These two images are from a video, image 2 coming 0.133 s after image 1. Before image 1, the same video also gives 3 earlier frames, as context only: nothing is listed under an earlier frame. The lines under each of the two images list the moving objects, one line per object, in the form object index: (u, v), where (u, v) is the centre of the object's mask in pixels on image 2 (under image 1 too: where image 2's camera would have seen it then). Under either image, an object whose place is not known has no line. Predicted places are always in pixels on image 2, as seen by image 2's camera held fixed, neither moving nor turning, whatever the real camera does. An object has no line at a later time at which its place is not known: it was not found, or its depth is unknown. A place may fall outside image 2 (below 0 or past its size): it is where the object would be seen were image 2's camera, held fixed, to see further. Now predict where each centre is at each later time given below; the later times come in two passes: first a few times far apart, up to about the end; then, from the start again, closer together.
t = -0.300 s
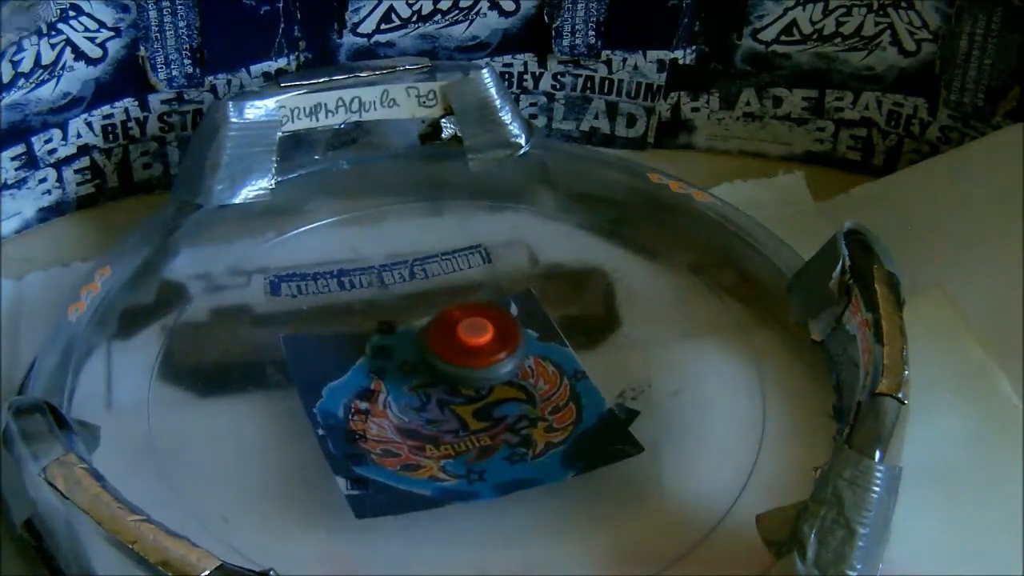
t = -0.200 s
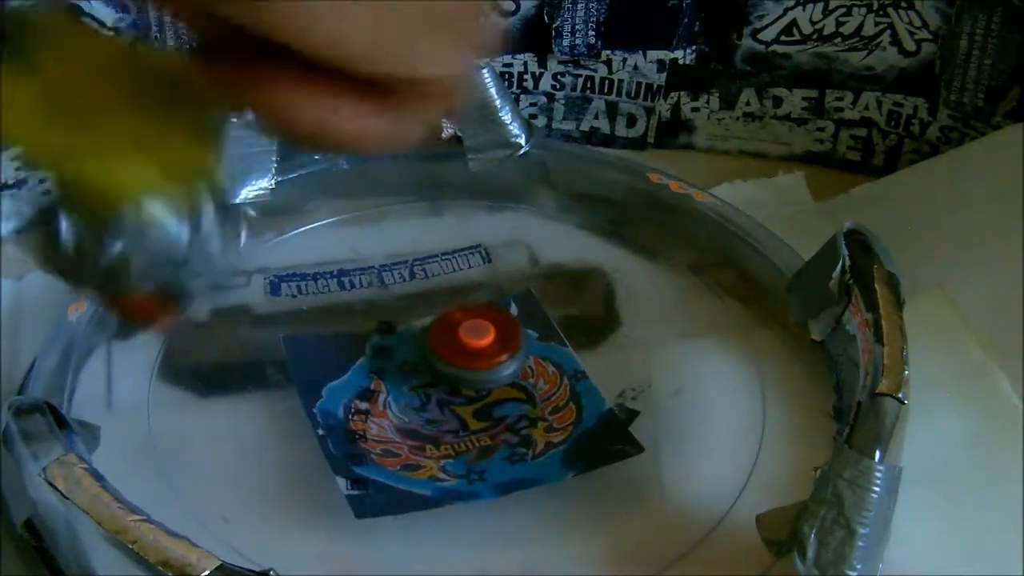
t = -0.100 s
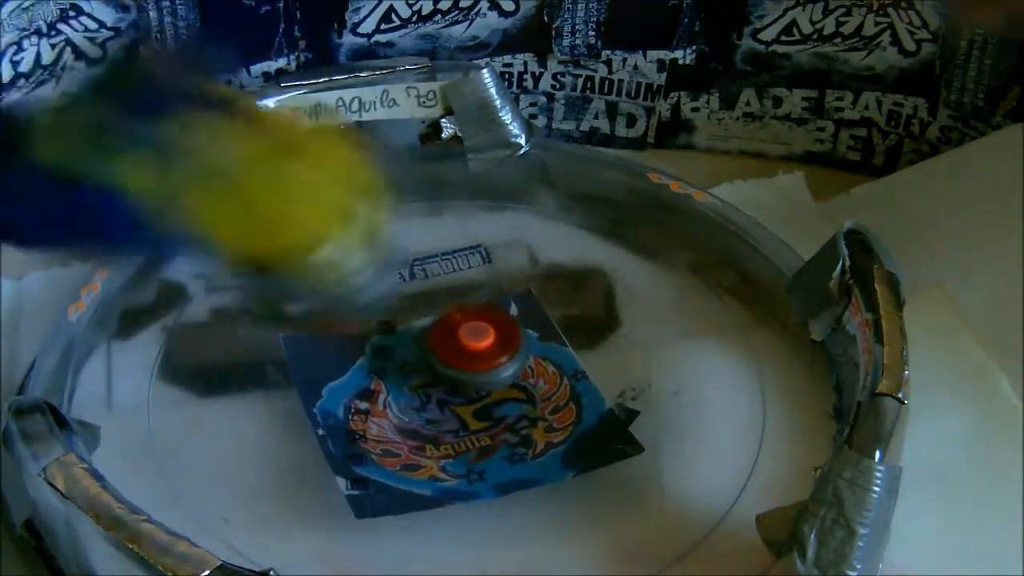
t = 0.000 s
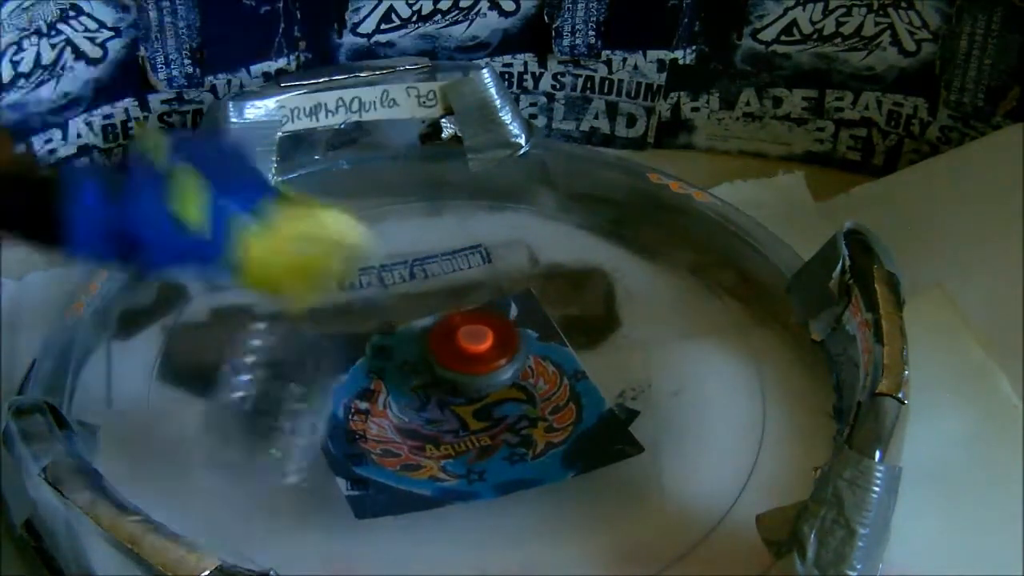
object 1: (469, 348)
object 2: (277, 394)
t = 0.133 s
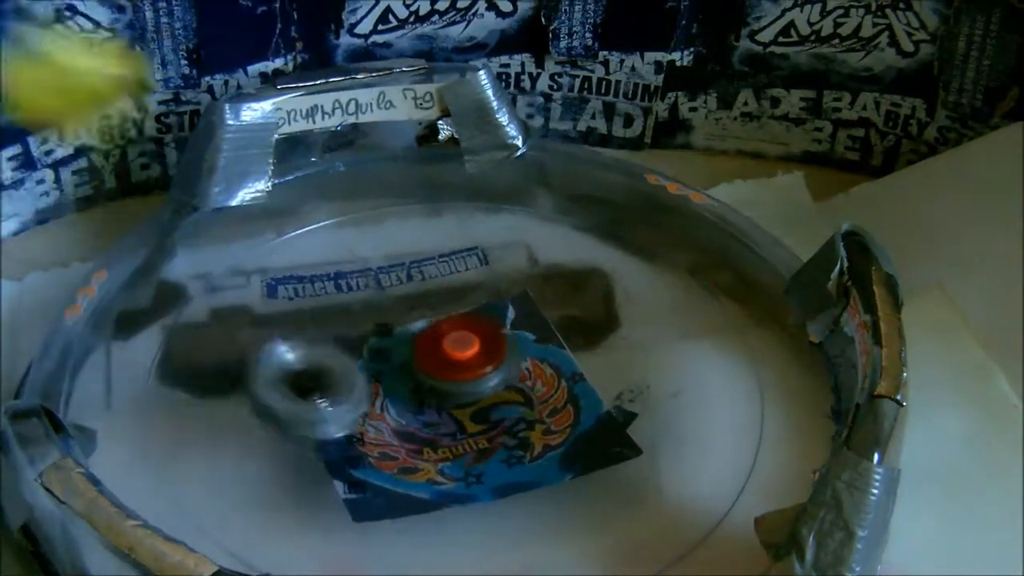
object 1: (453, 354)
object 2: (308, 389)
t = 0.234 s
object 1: (467, 352)
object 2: (358, 365)
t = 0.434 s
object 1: (512, 342)
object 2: (407, 316)
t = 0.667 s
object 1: (514, 380)
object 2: (383, 319)
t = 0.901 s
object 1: (463, 401)
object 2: (438, 296)
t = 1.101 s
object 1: (468, 409)
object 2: (464, 284)
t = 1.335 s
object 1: (474, 405)
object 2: (448, 288)
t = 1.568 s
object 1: (486, 410)
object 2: (432, 301)
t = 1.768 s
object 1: (495, 403)
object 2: (414, 291)
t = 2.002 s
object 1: (483, 388)
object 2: (428, 312)
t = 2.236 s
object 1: (502, 428)
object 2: (404, 298)
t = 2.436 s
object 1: (487, 419)
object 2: (415, 302)
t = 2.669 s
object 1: (539, 395)
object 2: (380, 310)
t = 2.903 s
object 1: (528, 356)
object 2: (414, 336)
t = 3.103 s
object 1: (535, 355)
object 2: (410, 344)
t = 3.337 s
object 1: (509, 352)
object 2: (391, 335)
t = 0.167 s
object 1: (447, 356)
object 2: (332, 379)
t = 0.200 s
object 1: (453, 355)
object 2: (350, 374)
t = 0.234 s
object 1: (467, 352)
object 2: (358, 365)
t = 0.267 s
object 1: (480, 348)
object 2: (370, 356)
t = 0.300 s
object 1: (496, 344)
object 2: (382, 347)
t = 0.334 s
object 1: (505, 341)
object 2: (391, 339)
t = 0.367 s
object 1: (510, 341)
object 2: (399, 332)
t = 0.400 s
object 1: (512, 341)
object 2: (404, 324)
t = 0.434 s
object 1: (512, 342)
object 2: (407, 316)
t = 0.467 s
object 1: (511, 342)
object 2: (407, 307)
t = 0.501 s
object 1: (505, 342)
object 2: (402, 294)
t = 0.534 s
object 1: (491, 343)
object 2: (384, 280)
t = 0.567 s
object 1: (466, 348)
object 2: (353, 284)
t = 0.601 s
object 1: (457, 354)
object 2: (354, 312)
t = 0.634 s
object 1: (501, 378)
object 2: (350, 311)
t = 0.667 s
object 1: (514, 380)
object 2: (383, 319)
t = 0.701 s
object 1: (503, 371)
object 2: (415, 313)
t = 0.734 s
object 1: (498, 369)
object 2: (423, 294)
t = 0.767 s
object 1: (482, 366)
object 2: (425, 291)
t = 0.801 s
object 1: (467, 372)
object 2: (426, 292)
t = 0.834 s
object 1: (460, 382)
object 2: (438, 292)
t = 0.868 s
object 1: (459, 405)
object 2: (439, 283)
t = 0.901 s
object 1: (463, 401)
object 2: (438, 296)
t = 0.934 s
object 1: (462, 417)
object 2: (454, 288)
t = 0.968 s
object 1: (466, 432)
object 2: (452, 266)
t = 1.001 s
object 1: (473, 417)
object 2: (436, 283)
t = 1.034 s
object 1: (471, 399)
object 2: (445, 301)
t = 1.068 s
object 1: (477, 397)
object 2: (458, 297)
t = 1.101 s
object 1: (468, 409)
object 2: (464, 284)
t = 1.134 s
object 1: (457, 424)
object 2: (450, 262)
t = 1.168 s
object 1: (454, 403)
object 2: (428, 291)
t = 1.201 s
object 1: (469, 422)
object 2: (430, 289)
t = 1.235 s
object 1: (486, 426)
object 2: (439, 292)
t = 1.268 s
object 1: (491, 394)
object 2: (446, 315)
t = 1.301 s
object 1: (485, 389)
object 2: (448, 307)
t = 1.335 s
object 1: (474, 405)
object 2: (448, 288)
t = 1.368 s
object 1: (460, 398)
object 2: (438, 298)
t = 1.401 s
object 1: (458, 410)
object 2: (433, 294)
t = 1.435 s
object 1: (461, 407)
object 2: (432, 303)
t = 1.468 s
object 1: (467, 401)
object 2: (437, 316)
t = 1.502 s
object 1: (478, 414)
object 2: (442, 299)
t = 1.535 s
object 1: (482, 403)
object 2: (436, 310)
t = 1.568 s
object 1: (486, 410)
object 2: (432, 301)
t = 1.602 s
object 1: (485, 410)
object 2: (426, 299)
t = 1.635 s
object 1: (472, 393)
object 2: (425, 308)
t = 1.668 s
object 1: (473, 395)
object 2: (426, 300)
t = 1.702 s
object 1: (473, 390)
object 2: (426, 307)
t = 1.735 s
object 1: (478, 387)
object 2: (430, 307)
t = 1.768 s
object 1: (495, 403)
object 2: (414, 291)
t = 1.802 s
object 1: (489, 391)
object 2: (410, 310)
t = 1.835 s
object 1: (488, 385)
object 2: (416, 319)
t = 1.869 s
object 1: (521, 406)
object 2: (410, 299)
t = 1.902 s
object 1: (506, 394)
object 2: (419, 313)
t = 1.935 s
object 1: (499, 390)
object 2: (422, 317)
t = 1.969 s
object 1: (491, 387)
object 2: (424, 315)
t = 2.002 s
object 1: (483, 388)
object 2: (428, 312)
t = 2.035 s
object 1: (479, 391)
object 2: (427, 314)
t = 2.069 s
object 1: (481, 404)
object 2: (416, 308)
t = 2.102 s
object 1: (473, 395)
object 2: (414, 316)
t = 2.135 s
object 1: (472, 394)
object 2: (423, 318)
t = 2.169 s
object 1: (494, 448)
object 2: (422, 276)
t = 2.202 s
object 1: (512, 454)
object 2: (408, 274)
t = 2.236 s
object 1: (502, 428)
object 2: (404, 298)
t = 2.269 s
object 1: (481, 394)
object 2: (417, 320)
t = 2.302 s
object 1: (481, 389)
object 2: (428, 315)
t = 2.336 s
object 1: (479, 391)
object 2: (434, 306)
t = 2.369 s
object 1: (474, 415)
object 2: (434, 290)
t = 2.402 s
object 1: (489, 439)
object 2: (421, 275)
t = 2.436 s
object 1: (487, 419)
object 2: (415, 302)
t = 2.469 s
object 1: (486, 406)
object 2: (425, 322)
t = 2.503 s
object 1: (492, 404)
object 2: (432, 309)
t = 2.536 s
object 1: (495, 389)
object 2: (432, 311)
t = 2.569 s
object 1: (495, 381)
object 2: (423, 309)
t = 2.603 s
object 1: (510, 392)
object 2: (408, 297)
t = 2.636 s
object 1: (542, 411)
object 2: (382, 286)
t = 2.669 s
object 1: (539, 395)
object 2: (380, 310)
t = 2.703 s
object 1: (515, 372)
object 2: (406, 333)
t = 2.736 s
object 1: (535, 370)
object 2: (406, 329)
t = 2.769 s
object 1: (532, 363)
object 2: (425, 330)
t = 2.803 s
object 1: (534, 360)
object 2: (429, 329)
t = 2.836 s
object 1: (532, 357)
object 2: (424, 328)
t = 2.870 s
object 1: (528, 356)
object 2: (419, 332)
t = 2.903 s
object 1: (528, 356)
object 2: (414, 336)
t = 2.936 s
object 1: (526, 356)
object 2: (412, 342)
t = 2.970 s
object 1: (530, 356)
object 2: (408, 344)
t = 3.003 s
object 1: (534, 356)
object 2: (408, 346)
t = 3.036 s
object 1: (536, 355)
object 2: (408, 346)
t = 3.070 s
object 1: (538, 354)
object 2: (404, 343)
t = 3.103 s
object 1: (535, 355)
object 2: (410, 344)
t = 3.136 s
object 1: (529, 354)
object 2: (404, 342)
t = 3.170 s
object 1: (541, 359)
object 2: (382, 338)
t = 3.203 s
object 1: (536, 358)
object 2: (378, 340)
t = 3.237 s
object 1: (514, 357)
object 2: (394, 345)
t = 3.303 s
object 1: (509, 353)
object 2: (395, 340)
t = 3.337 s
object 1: (509, 352)
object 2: (391, 335)
